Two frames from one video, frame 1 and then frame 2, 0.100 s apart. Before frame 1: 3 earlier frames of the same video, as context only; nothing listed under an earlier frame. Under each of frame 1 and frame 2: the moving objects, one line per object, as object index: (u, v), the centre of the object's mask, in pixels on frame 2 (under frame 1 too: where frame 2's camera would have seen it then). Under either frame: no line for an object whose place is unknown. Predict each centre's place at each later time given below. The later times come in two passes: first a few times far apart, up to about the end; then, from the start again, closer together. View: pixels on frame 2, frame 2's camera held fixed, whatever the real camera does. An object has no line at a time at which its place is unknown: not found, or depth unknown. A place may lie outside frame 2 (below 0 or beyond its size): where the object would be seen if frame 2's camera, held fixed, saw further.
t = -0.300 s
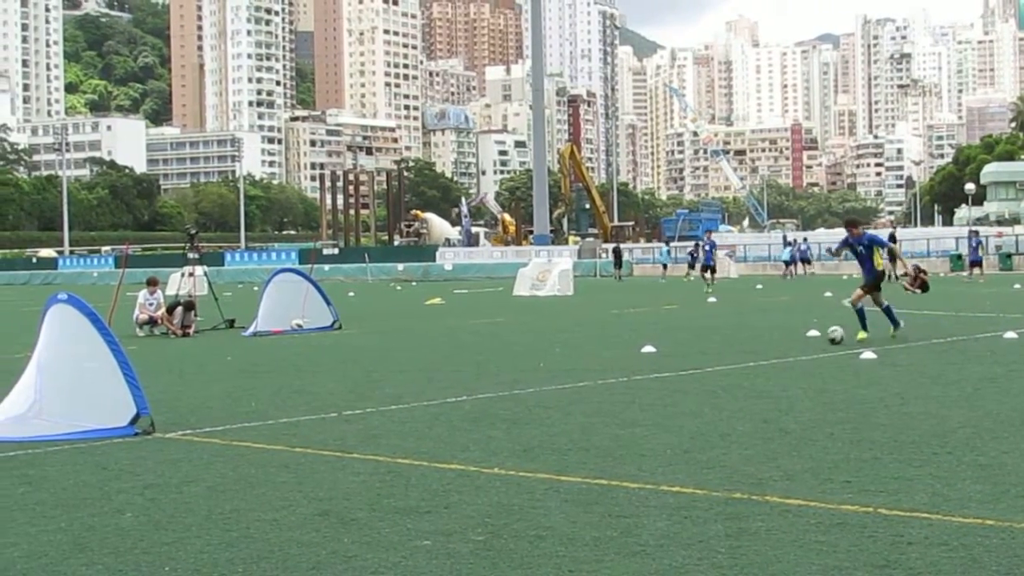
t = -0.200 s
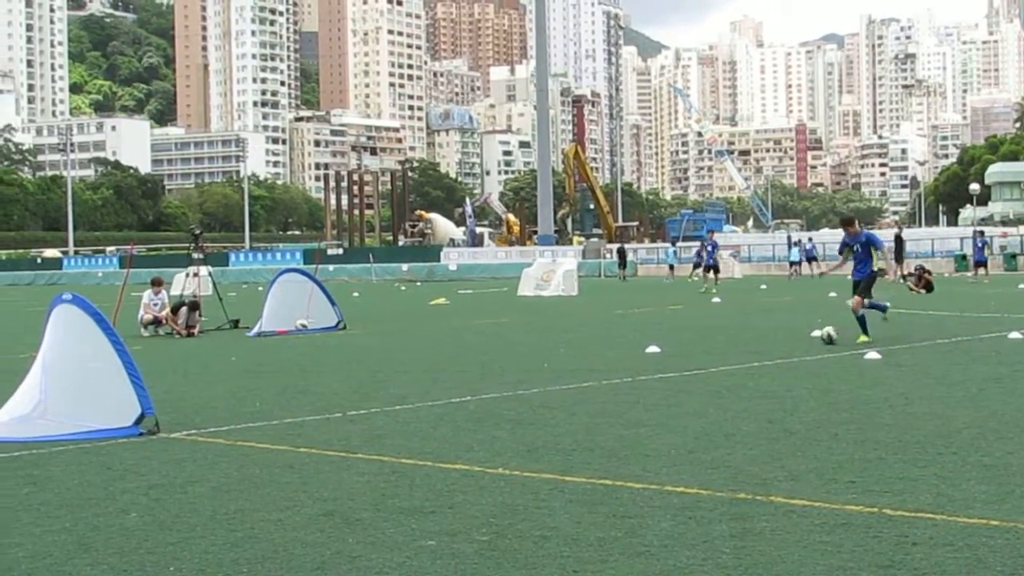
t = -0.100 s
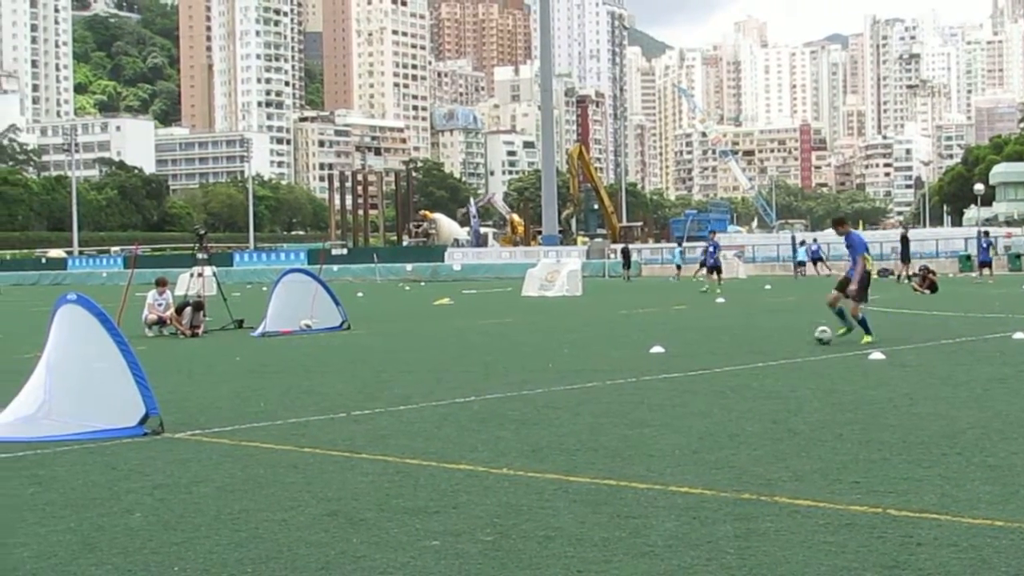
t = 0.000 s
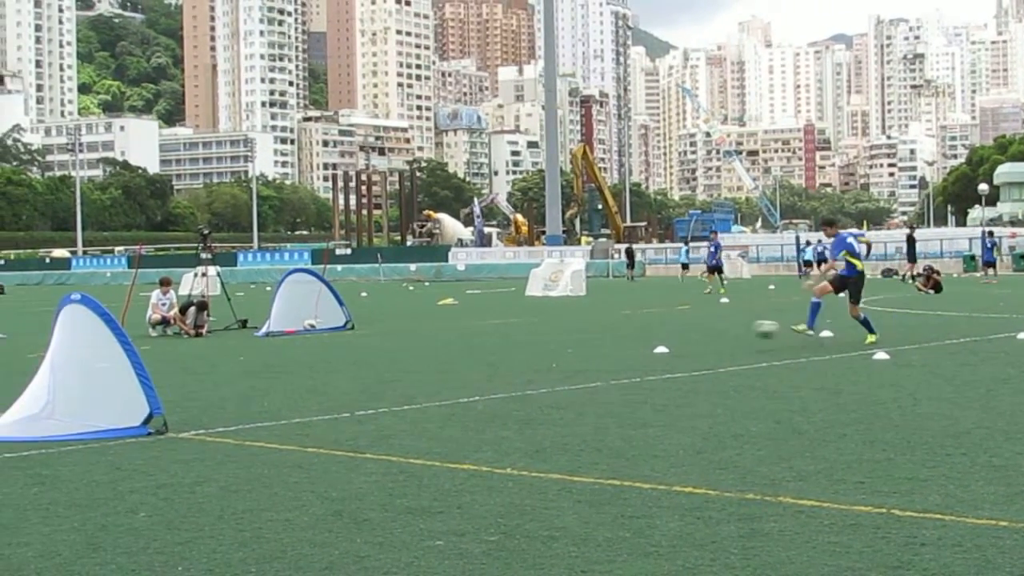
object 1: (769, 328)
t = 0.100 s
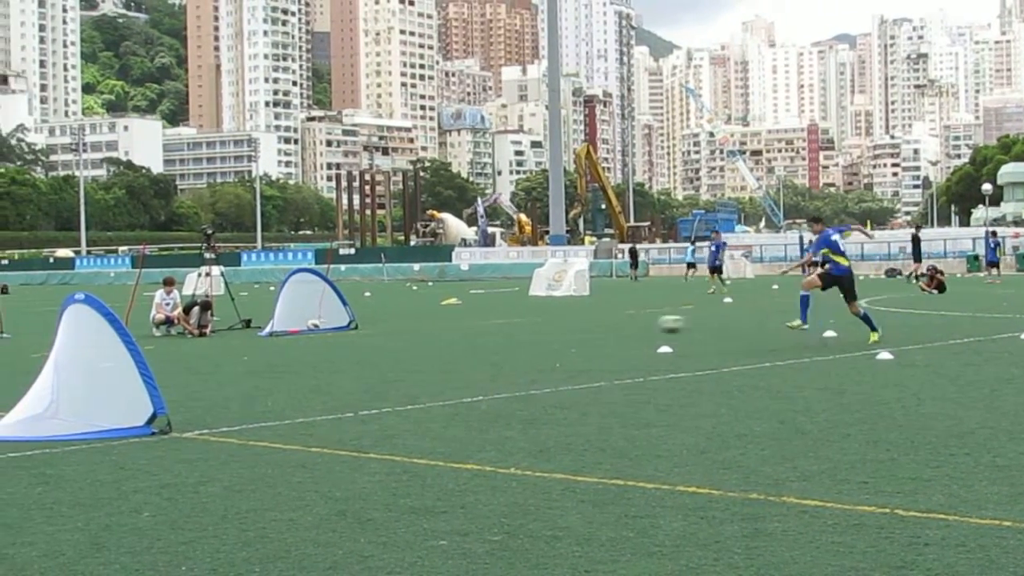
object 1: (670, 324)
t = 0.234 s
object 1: (526, 329)
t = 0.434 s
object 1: (273, 365)
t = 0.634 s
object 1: (7, 385)
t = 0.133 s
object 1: (637, 323)
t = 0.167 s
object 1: (600, 325)
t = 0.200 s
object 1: (564, 326)
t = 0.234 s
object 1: (526, 329)
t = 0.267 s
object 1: (487, 333)
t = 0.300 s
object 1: (447, 337)
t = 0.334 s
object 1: (405, 343)
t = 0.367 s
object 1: (362, 349)
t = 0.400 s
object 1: (318, 357)
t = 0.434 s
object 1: (273, 365)
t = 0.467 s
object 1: (225, 377)
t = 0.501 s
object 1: (177, 391)
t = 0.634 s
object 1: (7, 385)
